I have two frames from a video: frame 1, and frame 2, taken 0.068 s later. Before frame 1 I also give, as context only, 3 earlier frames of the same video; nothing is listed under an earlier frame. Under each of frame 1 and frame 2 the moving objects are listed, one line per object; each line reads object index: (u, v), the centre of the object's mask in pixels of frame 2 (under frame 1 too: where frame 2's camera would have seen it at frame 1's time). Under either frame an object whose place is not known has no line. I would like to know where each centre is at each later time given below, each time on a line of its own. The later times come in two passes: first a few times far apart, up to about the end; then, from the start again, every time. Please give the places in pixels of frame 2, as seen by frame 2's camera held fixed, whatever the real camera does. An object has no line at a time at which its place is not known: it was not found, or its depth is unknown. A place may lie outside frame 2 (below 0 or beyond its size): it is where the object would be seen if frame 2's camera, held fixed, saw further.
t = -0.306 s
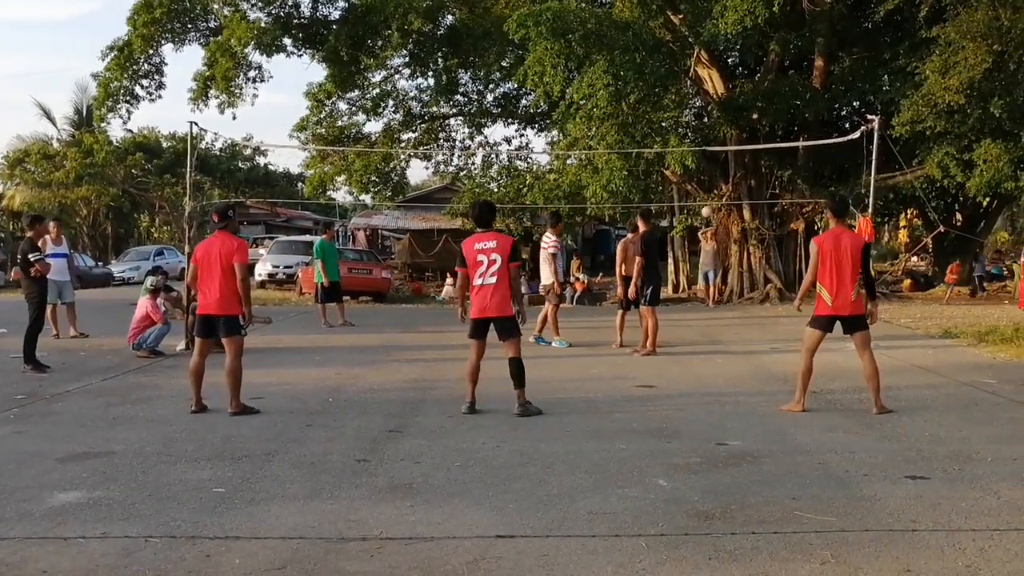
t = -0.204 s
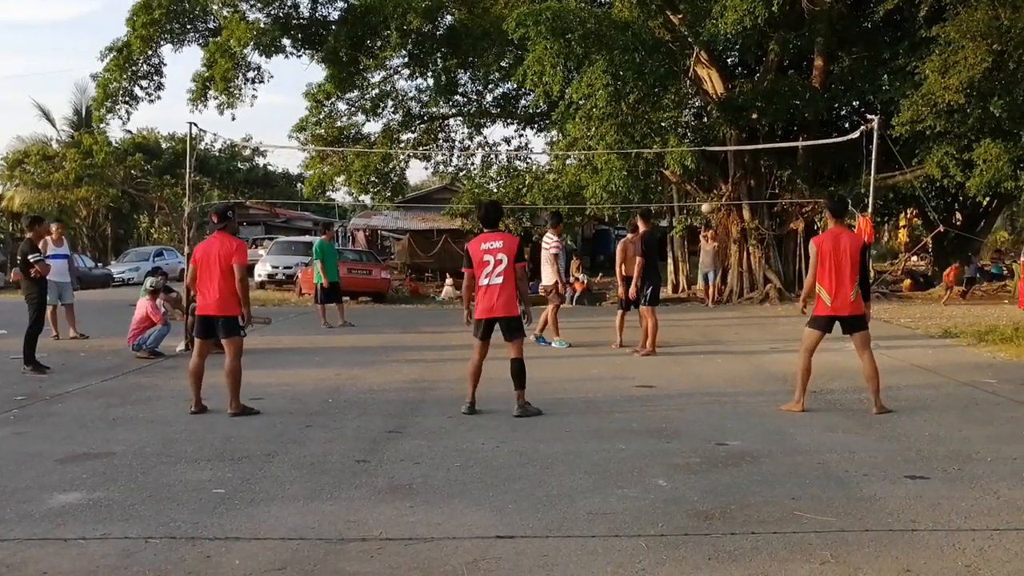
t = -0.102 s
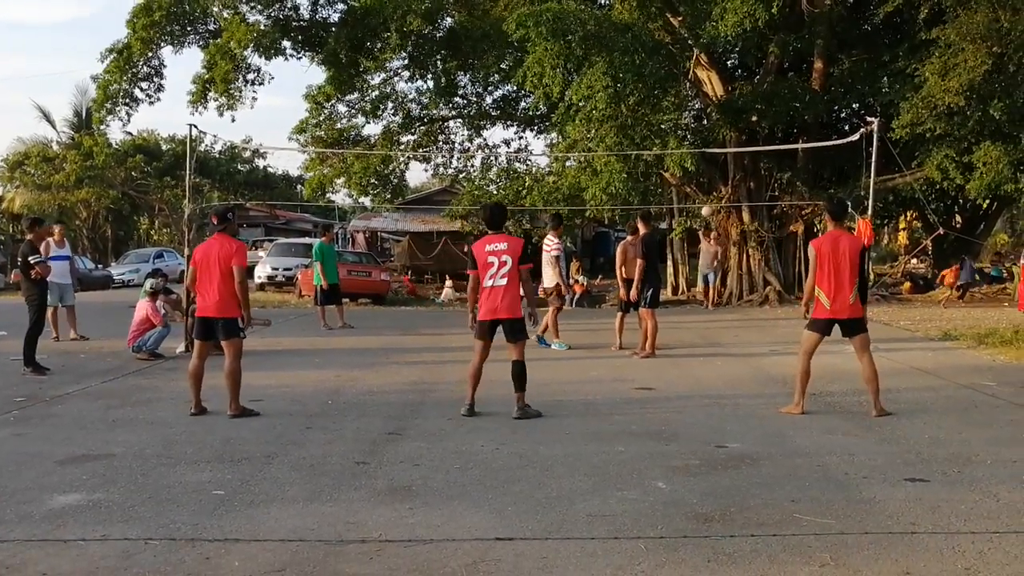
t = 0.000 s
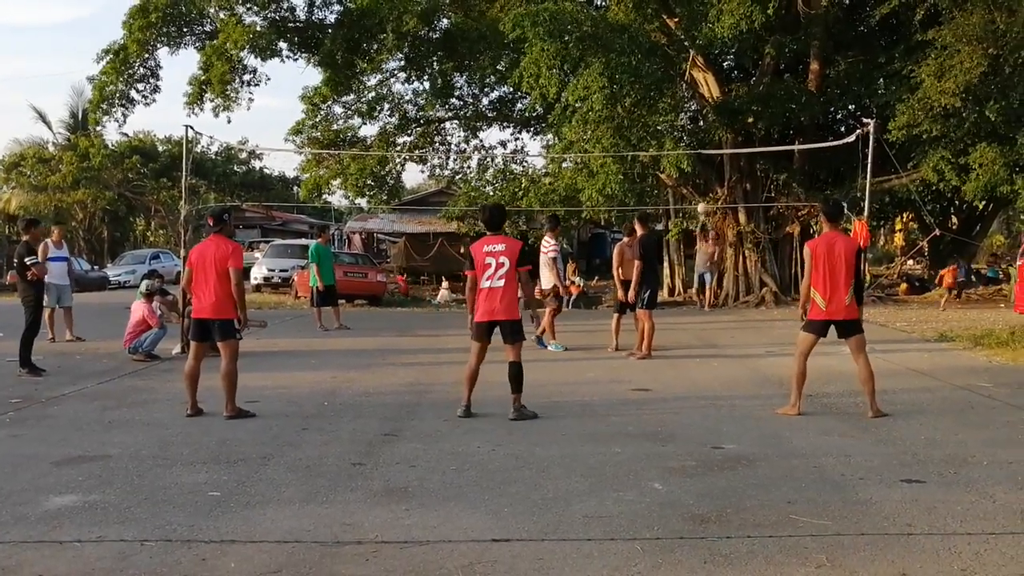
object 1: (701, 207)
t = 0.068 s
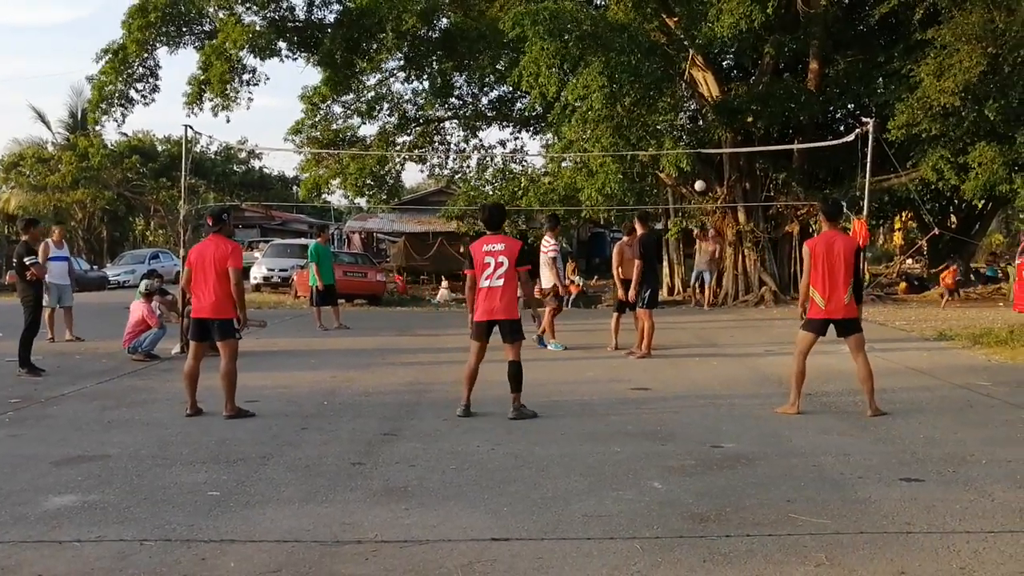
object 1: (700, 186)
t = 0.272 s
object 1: (695, 127)
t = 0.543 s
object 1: (690, 67)
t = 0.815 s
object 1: (677, 41)
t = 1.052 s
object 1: (660, 64)
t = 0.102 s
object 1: (699, 175)
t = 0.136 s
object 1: (698, 165)
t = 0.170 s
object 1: (697, 155)
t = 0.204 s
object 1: (696, 145)
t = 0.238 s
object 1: (696, 136)
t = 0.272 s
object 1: (695, 127)
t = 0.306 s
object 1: (695, 118)
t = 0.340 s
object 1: (694, 109)
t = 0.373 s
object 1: (693, 101)
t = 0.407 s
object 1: (693, 94)
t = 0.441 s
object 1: (692, 87)
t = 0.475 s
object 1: (691, 79)
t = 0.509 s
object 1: (690, 73)
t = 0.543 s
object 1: (690, 67)
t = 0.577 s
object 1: (689, 61)
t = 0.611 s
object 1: (688, 57)
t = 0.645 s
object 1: (686, 53)
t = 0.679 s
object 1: (685, 49)
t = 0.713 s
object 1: (683, 46)
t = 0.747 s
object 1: (682, 43)
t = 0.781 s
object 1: (679, 42)
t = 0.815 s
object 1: (677, 41)
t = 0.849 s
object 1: (675, 41)
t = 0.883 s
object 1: (673, 41)
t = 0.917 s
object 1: (670, 43)
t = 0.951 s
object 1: (667, 46)
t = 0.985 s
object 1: (665, 50)
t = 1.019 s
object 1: (663, 56)
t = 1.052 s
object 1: (660, 64)
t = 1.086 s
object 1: (658, 74)
